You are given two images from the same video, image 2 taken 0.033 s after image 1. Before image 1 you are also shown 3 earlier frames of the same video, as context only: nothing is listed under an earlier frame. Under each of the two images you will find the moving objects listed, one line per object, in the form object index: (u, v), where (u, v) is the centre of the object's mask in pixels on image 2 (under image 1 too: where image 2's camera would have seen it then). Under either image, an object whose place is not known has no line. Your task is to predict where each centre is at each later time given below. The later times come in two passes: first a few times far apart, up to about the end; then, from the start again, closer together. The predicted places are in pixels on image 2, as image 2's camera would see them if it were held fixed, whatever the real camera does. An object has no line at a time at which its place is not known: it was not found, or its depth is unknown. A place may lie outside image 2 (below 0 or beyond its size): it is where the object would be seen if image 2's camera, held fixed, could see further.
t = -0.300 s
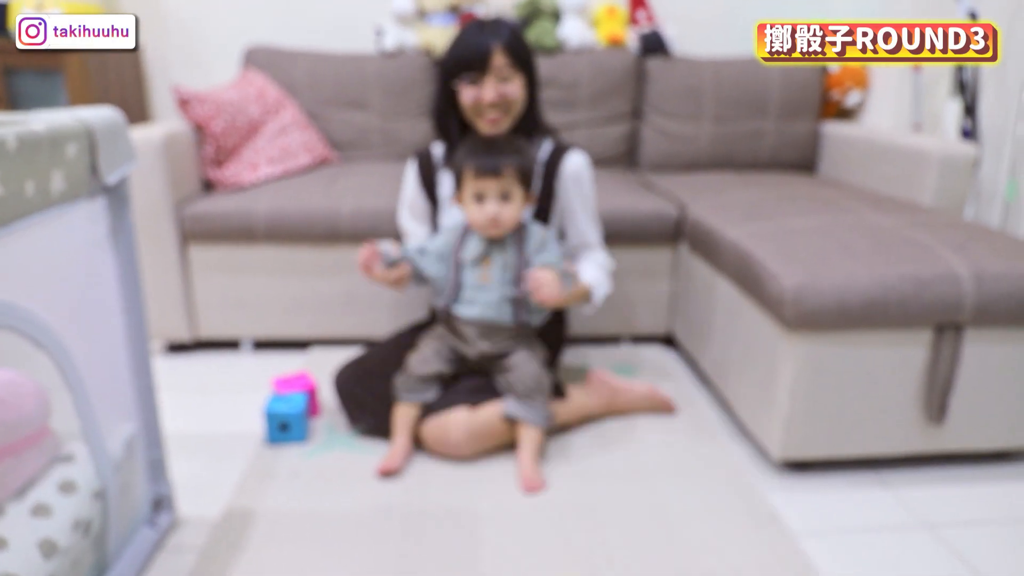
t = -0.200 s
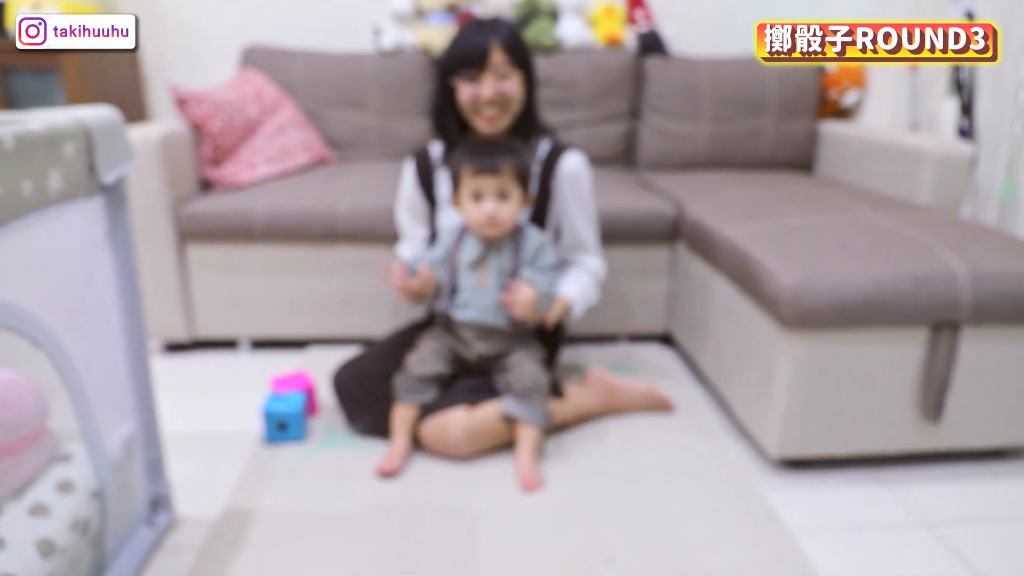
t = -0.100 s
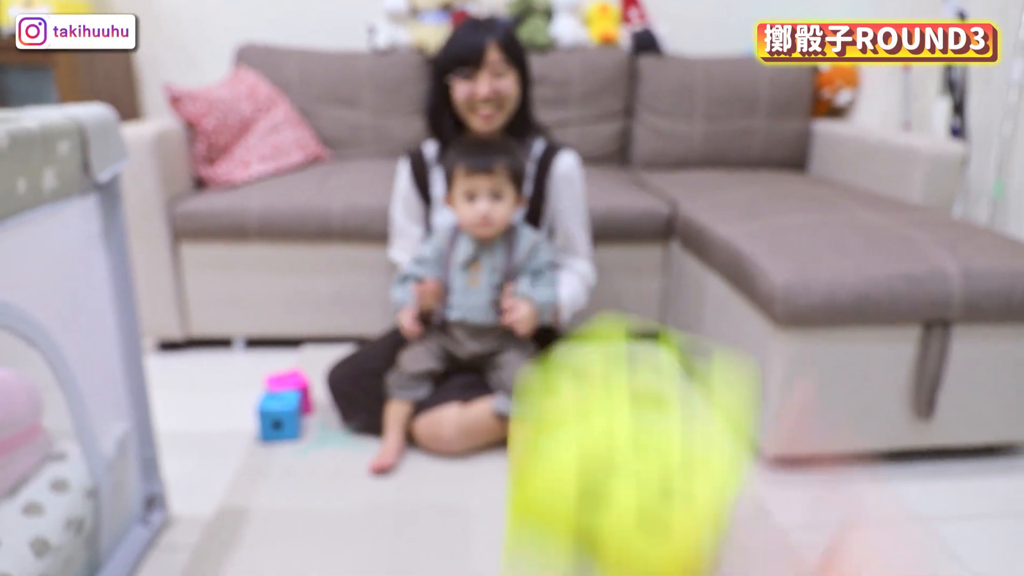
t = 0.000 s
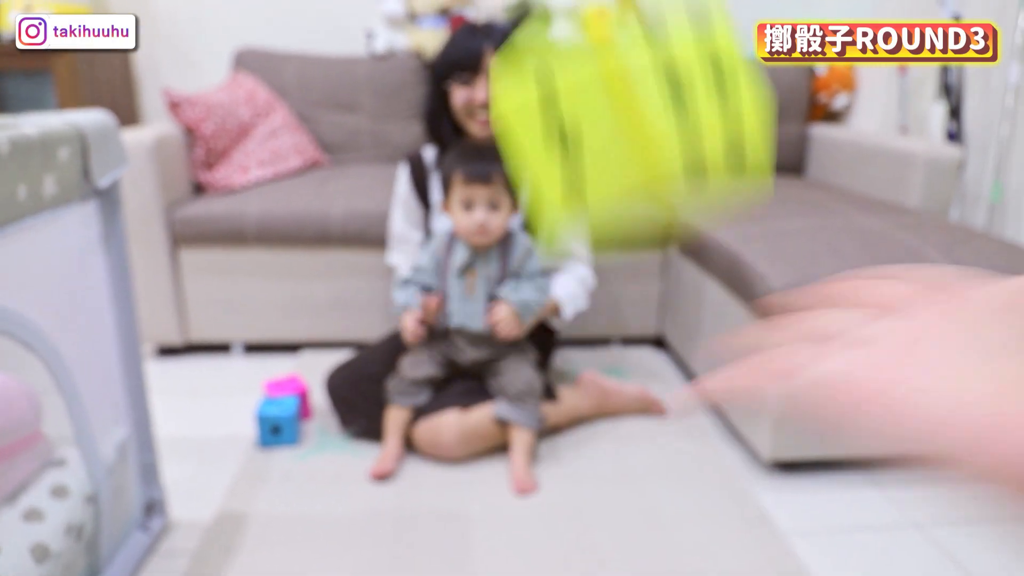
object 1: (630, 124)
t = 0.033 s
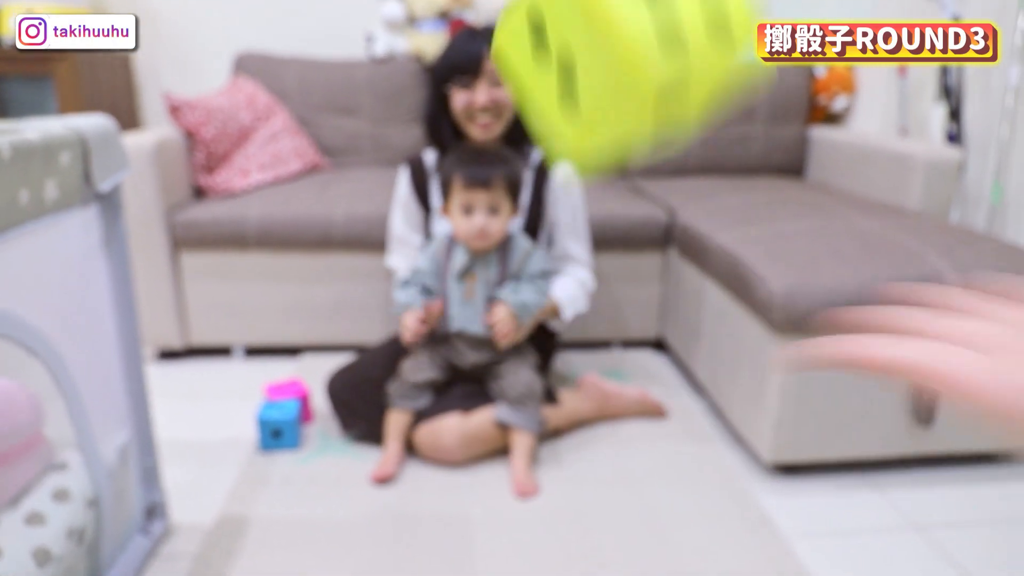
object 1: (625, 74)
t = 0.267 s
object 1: (578, 97)
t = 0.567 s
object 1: (549, 592)
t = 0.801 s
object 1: (653, 419)
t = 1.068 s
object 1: (718, 413)
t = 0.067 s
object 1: (618, 50)
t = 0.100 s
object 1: (616, 29)
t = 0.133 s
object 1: (614, 22)
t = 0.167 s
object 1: (598, 22)
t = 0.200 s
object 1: (581, 37)
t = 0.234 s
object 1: (577, 61)
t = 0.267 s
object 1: (578, 97)
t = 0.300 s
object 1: (571, 171)
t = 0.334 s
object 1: (563, 254)
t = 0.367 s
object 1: (557, 340)
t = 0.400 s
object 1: (551, 418)
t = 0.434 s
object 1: (541, 501)
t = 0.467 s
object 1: (532, 549)
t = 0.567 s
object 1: (549, 592)
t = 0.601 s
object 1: (567, 569)
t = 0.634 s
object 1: (587, 528)
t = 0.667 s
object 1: (605, 482)
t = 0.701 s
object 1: (619, 456)
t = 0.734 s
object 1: (628, 437)
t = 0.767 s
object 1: (643, 422)
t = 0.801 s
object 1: (653, 419)
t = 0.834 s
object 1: (662, 420)
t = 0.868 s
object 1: (671, 433)
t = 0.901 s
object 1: (678, 446)
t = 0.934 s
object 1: (685, 457)
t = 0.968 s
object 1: (698, 443)
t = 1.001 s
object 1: (712, 424)
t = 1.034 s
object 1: (718, 415)
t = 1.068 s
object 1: (718, 413)
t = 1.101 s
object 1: (702, 411)
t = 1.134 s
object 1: (692, 405)
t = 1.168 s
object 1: (685, 397)
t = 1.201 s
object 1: (680, 389)
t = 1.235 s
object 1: (675, 385)
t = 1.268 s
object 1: (673, 381)
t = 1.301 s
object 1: (674, 378)
